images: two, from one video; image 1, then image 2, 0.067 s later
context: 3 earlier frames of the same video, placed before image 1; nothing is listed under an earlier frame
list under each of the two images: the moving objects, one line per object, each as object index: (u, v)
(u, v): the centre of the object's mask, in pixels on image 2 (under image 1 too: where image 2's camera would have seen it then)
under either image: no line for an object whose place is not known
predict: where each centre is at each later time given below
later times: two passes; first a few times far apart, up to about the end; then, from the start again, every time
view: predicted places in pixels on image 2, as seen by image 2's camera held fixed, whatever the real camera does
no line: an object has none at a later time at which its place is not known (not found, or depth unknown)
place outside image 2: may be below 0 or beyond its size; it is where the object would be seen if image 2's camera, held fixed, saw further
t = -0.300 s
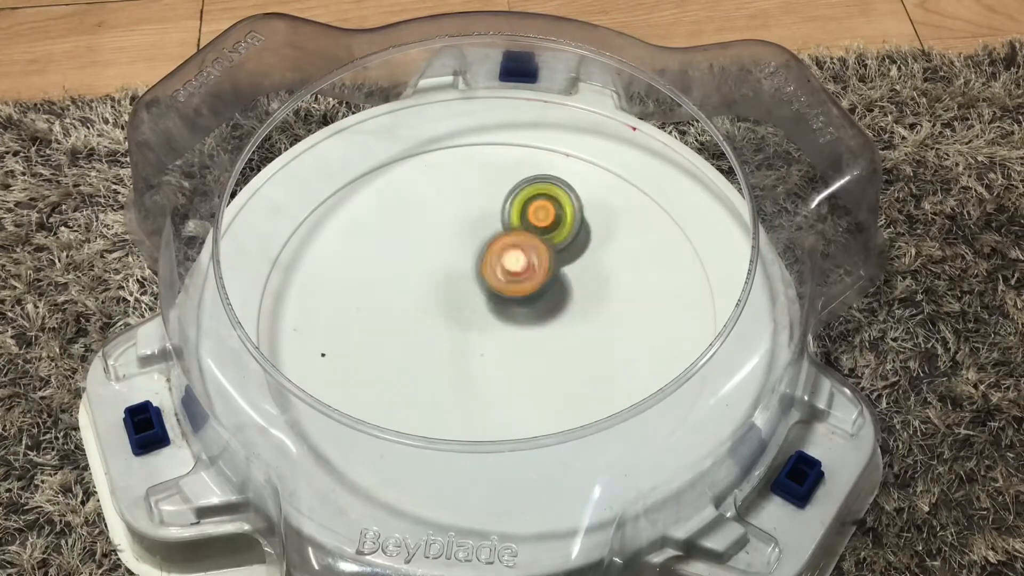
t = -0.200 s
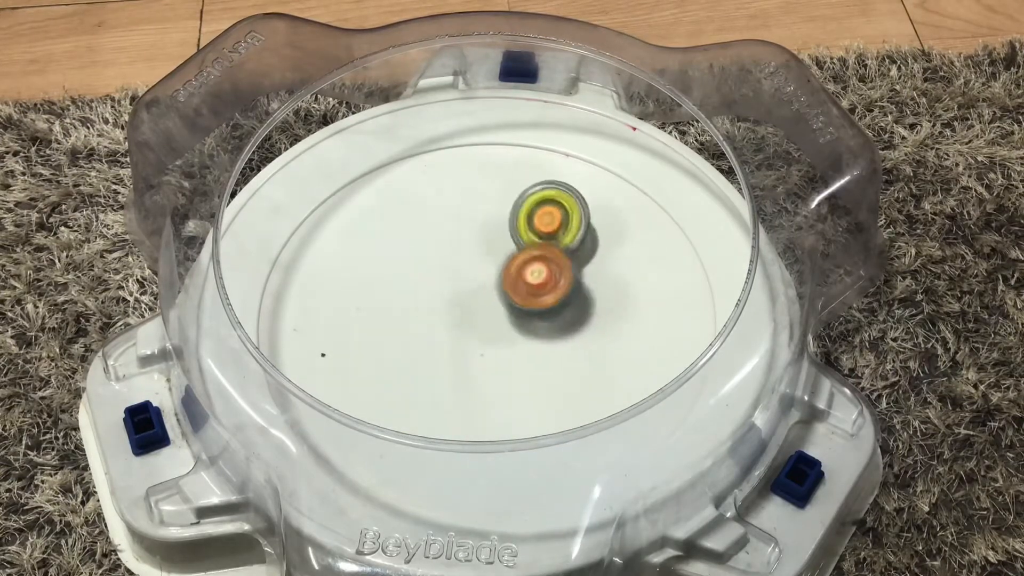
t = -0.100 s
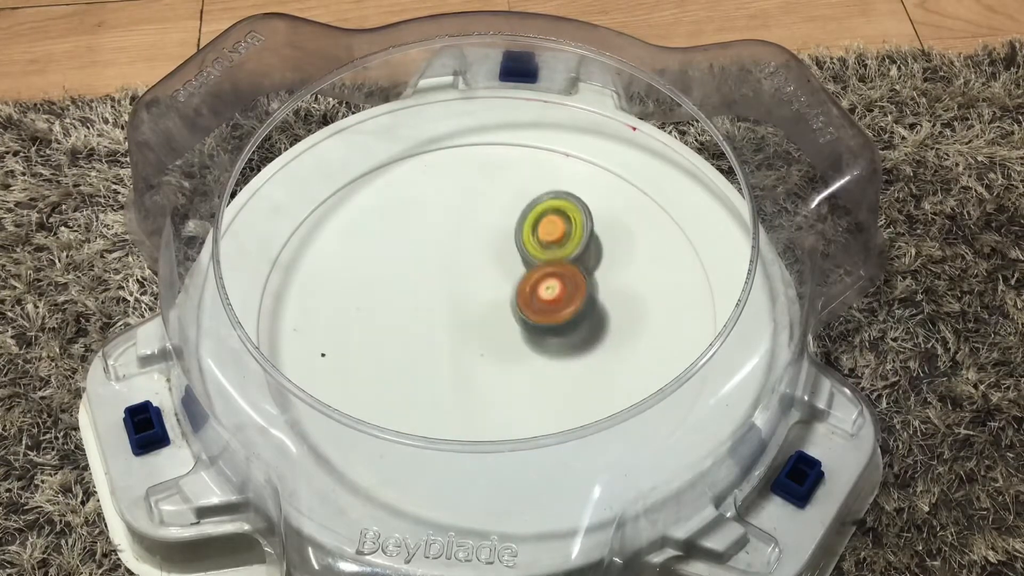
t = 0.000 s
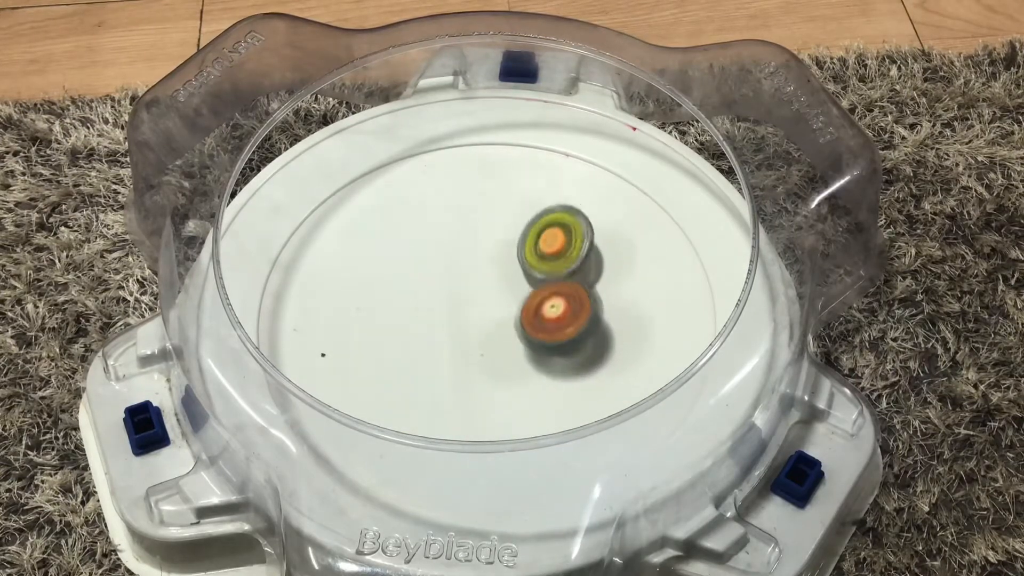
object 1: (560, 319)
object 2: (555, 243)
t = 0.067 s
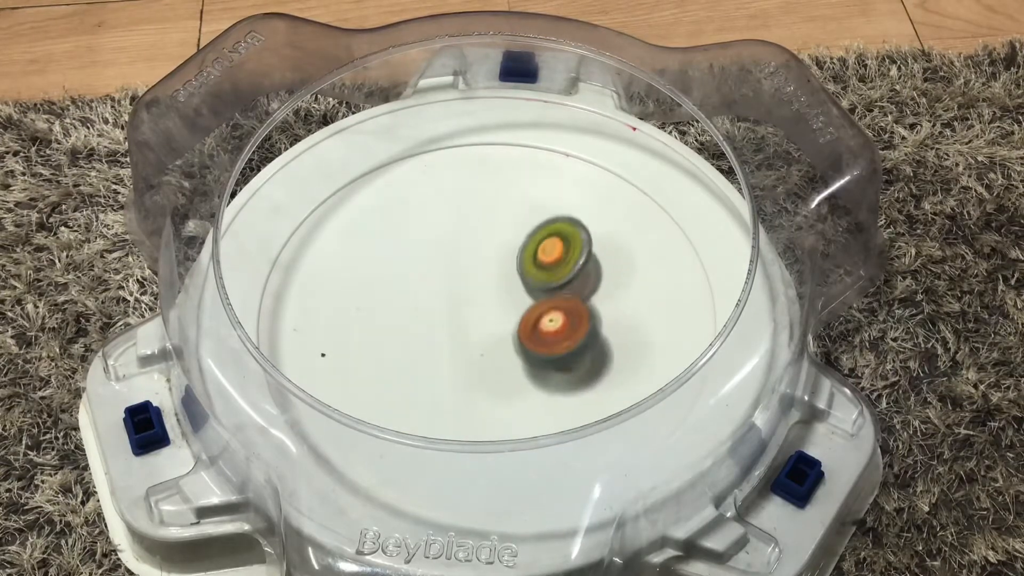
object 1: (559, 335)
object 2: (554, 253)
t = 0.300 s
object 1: (529, 370)
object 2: (531, 291)
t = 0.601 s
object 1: (448, 388)
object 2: (487, 289)
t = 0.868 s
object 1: (384, 374)
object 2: (492, 265)
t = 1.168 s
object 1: (442, 341)
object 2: (474, 253)
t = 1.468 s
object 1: (547, 304)
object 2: (459, 241)
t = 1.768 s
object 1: (608, 303)
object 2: (466, 242)
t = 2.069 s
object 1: (568, 336)
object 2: (473, 262)
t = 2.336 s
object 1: (490, 349)
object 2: (457, 260)
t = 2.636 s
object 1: (424, 317)
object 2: (440, 243)
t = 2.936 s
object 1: (431, 296)
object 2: (441, 230)
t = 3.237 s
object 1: (482, 300)
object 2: (450, 245)
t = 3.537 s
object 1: (510, 362)
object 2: (458, 271)
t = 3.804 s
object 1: (492, 390)
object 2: (439, 289)
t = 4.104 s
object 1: (466, 350)
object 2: (414, 291)
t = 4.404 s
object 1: (492, 288)
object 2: (411, 280)
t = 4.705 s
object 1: (548, 268)
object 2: (432, 283)
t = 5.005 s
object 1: (554, 291)
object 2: (447, 309)
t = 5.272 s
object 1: (521, 328)
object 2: (401, 333)
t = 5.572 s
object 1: (461, 320)
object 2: (381, 334)
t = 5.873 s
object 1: (444, 276)
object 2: (385, 327)
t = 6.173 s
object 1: (530, 265)
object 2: (424, 315)
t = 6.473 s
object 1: (589, 305)
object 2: (451, 316)
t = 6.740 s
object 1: (536, 361)
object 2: (446, 320)
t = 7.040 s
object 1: (437, 356)
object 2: (410, 279)
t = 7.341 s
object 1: (430, 357)
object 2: (429, 188)
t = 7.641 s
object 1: (489, 357)
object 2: (452, 271)
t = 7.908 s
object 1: (521, 367)
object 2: (482, 307)
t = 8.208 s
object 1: (514, 376)
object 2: (508, 277)
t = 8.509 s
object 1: (524, 323)
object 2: (520, 269)
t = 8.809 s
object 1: (517, 322)
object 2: (529, 255)
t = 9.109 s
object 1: (492, 315)
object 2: (551, 282)
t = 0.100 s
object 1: (557, 342)
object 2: (553, 258)
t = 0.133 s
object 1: (554, 348)
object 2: (551, 265)
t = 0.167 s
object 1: (551, 354)
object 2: (549, 269)
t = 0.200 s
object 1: (547, 359)
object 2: (546, 274)
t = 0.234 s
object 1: (541, 364)
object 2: (542, 279)
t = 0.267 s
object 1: (535, 367)
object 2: (538, 284)
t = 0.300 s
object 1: (529, 370)
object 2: (531, 291)
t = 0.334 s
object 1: (525, 378)
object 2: (525, 299)
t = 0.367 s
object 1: (517, 383)
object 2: (519, 303)
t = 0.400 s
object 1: (506, 393)
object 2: (515, 294)
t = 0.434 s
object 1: (494, 397)
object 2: (511, 287)
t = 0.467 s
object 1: (477, 395)
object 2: (506, 283)
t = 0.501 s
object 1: (468, 394)
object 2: (500, 280)
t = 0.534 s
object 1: (462, 393)
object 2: (496, 283)
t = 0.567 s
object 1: (455, 391)
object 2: (492, 286)
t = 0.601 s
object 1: (448, 388)
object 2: (487, 289)
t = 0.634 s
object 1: (442, 384)
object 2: (482, 293)
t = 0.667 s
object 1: (436, 376)
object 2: (477, 295)
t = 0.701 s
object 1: (431, 373)
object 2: (472, 299)
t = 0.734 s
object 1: (428, 367)
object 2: (466, 303)
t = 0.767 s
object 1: (422, 363)
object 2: (464, 303)
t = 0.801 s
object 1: (404, 367)
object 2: (476, 286)
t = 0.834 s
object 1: (391, 373)
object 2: (485, 273)
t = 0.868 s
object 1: (384, 374)
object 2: (492, 265)
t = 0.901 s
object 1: (381, 373)
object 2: (496, 260)
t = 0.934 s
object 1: (383, 369)
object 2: (497, 258)
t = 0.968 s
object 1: (387, 365)
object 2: (494, 259)
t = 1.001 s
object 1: (393, 361)
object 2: (491, 259)
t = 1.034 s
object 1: (402, 356)
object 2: (487, 258)
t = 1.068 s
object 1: (410, 351)
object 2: (483, 257)
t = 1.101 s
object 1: (422, 351)
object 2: (480, 256)
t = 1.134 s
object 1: (431, 346)
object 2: (477, 255)
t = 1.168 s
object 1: (442, 341)
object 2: (474, 253)
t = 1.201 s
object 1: (453, 336)
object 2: (471, 252)
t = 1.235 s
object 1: (464, 331)
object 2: (469, 250)
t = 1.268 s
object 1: (476, 326)
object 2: (467, 249)
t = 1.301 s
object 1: (488, 321)
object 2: (465, 247)
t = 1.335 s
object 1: (501, 317)
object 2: (463, 246)
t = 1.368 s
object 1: (513, 313)
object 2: (462, 245)
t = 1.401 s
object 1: (525, 309)
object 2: (461, 244)
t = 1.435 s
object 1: (537, 307)
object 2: (460, 242)
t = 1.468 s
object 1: (547, 304)
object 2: (459, 241)
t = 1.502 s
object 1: (558, 302)
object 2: (459, 241)
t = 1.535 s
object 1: (569, 301)
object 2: (460, 239)
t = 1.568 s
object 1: (578, 300)
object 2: (460, 239)
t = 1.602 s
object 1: (586, 300)
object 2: (461, 238)
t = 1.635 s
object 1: (593, 300)
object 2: (461, 239)
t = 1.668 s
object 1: (599, 301)
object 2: (462, 238)
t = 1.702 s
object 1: (603, 298)
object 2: (463, 239)
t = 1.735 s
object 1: (606, 301)
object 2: (465, 240)
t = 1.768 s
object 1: (608, 303)
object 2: (466, 242)
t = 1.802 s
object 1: (608, 305)
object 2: (468, 244)
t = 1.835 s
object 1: (607, 310)
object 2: (469, 245)
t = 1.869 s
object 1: (605, 314)
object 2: (470, 247)
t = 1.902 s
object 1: (601, 318)
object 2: (471, 249)
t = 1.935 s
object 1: (597, 323)
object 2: (472, 251)
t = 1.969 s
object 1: (591, 326)
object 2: (472, 254)
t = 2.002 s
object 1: (584, 329)
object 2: (473, 257)
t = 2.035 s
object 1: (576, 333)
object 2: (473, 260)
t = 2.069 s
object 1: (568, 336)
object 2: (473, 262)
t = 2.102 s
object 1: (559, 338)
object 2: (473, 265)
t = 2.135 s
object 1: (549, 341)
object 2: (473, 268)
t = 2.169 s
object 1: (538, 342)
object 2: (472, 271)
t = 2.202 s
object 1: (527, 343)
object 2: (471, 274)
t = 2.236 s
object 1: (517, 345)
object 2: (468, 276)
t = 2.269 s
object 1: (510, 349)
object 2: (462, 266)
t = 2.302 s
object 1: (499, 350)
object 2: (459, 260)
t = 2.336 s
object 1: (490, 349)
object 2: (457, 260)
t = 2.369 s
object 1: (481, 347)
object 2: (454, 261)
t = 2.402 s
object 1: (472, 344)
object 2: (451, 262)
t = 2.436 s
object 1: (464, 341)
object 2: (449, 262)
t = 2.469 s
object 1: (456, 340)
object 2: (446, 257)
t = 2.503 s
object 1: (449, 336)
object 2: (443, 254)
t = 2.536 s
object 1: (440, 324)
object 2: (441, 253)
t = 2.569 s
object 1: (433, 323)
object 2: (441, 246)
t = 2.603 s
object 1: (428, 320)
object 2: (442, 244)
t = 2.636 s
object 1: (424, 317)
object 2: (440, 243)
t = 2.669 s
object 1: (422, 313)
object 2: (438, 241)
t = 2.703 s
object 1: (421, 309)
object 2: (437, 240)
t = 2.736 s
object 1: (420, 306)
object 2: (437, 239)
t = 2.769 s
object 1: (420, 305)
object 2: (437, 235)
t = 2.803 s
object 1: (421, 304)
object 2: (438, 234)
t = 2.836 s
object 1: (422, 301)
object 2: (438, 233)
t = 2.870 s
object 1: (424, 300)
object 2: (439, 232)
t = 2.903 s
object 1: (428, 298)
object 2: (439, 231)
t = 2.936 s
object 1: (431, 296)
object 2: (441, 230)
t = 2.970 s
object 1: (436, 295)
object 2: (442, 230)
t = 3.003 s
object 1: (441, 294)
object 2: (443, 229)
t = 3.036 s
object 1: (446, 294)
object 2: (444, 230)
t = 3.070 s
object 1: (452, 293)
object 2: (445, 230)
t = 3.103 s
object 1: (457, 293)
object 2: (446, 232)
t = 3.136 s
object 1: (463, 294)
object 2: (447, 234)
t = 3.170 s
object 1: (470, 296)
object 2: (448, 237)
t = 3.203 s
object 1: (475, 298)
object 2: (449, 240)
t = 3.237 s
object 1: (482, 300)
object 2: (450, 245)
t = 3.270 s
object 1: (490, 313)
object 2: (453, 248)
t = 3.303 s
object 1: (494, 322)
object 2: (458, 248)
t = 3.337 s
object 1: (496, 328)
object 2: (461, 252)
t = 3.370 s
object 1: (499, 334)
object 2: (461, 256)
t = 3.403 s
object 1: (504, 342)
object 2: (461, 258)
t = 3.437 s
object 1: (508, 349)
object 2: (460, 262)
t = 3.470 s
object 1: (510, 356)
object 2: (460, 264)
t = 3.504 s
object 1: (512, 364)
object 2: (459, 267)
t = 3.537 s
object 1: (510, 362)
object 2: (458, 271)
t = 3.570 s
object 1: (508, 368)
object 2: (456, 275)
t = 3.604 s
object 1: (509, 374)
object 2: (454, 276)
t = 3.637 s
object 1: (507, 379)
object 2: (452, 279)
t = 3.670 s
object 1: (505, 383)
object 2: (450, 281)
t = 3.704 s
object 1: (502, 386)
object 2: (447, 284)
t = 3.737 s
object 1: (500, 388)
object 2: (445, 286)
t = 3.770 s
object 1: (496, 389)
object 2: (442, 288)
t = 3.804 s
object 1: (492, 390)
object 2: (439, 289)
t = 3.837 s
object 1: (491, 393)
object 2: (436, 290)
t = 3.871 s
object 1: (487, 392)
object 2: (433, 291)
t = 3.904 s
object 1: (483, 389)
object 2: (430, 292)
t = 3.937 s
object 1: (476, 379)
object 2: (427, 292)
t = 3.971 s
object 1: (472, 375)
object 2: (424, 292)
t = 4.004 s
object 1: (470, 370)
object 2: (421, 292)
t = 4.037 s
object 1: (468, 362)
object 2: (418, 291)
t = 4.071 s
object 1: (466, 356)
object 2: (416, 292)
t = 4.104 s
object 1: (466, 350)
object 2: (414, 291)
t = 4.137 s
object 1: (466, 344)
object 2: (411, 289)
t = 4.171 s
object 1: (466, 337)
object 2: (409, 287)
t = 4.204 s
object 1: (468, 330)
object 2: (407, 286)
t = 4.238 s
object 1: (470, 322)
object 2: (406, 284)
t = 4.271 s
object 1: (473, 315)
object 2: (405, 283)
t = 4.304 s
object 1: (478, 308)
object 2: (406, 283)
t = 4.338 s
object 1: (481, 301)
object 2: (407, 282)
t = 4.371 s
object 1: (487, 295)
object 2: (408, 280)
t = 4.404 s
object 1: (492, 288)
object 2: (411, 280)
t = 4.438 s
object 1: (498, 283)
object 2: (413, 279)
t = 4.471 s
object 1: (505, 278)
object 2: (415, 279)
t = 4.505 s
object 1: (511, 274)
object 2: (417, 278)
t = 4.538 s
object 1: (518, 270)
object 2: (419, 278)
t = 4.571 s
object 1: (524, 267)
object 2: (422, 279)
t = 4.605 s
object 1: (531, 266)
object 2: (424, 279)
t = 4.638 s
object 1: (536, 264)
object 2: (428, 282)
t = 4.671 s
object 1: (541, 264)
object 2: (429, 282)
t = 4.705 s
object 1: (548, 268)
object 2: (432, 283)
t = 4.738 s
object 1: (551, 264)
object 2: (434, 286)
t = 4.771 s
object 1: (555, 265)
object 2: (436, 287)
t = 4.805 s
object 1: (560, 271)
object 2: (438, 290)
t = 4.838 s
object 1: (560, 270)
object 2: (440, 292)
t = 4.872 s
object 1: (561, 273)
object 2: (441, 295)
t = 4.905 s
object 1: (562, 277)
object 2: (443, 298)
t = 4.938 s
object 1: (560, 281)
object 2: (445, 302)
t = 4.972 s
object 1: (558, 285)
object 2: (446, 306)
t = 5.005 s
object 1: (554, 291)
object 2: (447, 309)
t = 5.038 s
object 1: (550, 296)
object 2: (448, 312)
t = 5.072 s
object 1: (545, 301)
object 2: (451, 322)
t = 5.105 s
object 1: (540, 306)
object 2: (450, 325)
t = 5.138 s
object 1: (535, 313)
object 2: (449, 328)
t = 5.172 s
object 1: (535, 319)
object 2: (436, 330)
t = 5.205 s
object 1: (533, 322)
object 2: (420, 332)
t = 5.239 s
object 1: (527, 326)
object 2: (408, 333)
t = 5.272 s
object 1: (521, 328)
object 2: (401, 333)
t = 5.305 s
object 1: (515, 329)
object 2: (396, 335)
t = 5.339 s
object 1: (508, 330)
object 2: (394, 337)
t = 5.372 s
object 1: (500, 330)
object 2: (391, 338)
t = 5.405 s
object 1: (493, 330)
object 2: (390, 339)
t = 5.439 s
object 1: (486, 330)
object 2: (388, 339)
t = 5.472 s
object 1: (479, 328)
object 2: (386, 340)
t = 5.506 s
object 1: (472, 326)
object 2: (383, 334)
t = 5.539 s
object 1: (467, 323)
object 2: (382, 334)
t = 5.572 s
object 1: (461, 320)
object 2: (381, 334)
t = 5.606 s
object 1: (457, 316)
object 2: (381, 333)
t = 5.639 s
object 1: (453, 312)
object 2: (380, 332)
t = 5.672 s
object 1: (447, 301)
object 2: (380, 332)
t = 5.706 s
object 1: (444, 296)
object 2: (378, 331)
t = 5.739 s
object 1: (443, 292)
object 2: (380, 330)
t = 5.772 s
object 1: (441, 288)
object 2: (380, 328)
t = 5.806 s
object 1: (442, 283)
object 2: (382, 328)
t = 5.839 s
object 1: (443, 280)
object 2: (383, 328)
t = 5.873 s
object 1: (444, 276)
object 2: (385, 327)
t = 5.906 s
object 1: (451, 273)
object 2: (385, 325)
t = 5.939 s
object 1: (465, 270)
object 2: (385, 321)
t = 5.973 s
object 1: (477, 268)
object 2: (386, 318)
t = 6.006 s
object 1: (487, 267)
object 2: (390, 316)
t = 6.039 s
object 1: (496, 265)
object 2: (394, 316)
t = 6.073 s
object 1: (505, 264)
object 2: (398, 318)
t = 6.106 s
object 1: (514, 264)
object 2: (405, 318)
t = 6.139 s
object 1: (523, 264)
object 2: (413, 318)
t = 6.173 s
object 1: (530, 265)
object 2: (424, 315)
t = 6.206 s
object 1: (540, 273)
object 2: (437, 312)
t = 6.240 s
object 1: (546, 277)
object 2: (449, 312)
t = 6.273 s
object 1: (552, 281)
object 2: (461, 312)
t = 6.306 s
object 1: (558, 286)
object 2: (470, 313)
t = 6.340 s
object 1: (573, 288)
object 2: (461, 316)
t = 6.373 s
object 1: (584, 292)
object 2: (452, 317)
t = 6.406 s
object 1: (587, 298)
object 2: (449, 316)
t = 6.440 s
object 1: (589, 303)
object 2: (449, 316)
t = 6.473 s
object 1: (589, 305)
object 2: (451, 316)
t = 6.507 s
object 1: (588, 315)
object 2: (452, 317)
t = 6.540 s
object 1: (585, 323)
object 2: (452, 319)
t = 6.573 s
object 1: (579, 330)
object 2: (459, 328)
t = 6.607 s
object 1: (573, 335)
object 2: (454, 321)
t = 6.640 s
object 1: (566, 341)
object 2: (454, 322)
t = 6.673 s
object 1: (556, 347)
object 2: (460, 335)
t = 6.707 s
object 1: (545, 351)
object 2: (458, 336)
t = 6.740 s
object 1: (536, 361)
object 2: (446, 320)
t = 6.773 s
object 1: (527, 368)
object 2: (434, 313)
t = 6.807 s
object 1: (518, 374)
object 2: (426, 307)
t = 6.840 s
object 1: (508, 376)
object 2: (420, 303)
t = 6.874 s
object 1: (496, 375)
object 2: (417, 305)
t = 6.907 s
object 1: (485, 372)
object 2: (416, 306)
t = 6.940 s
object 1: (473, 369)
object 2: (416, 302)
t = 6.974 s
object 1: (458, 361)
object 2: (413, 300)
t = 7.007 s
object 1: (447, 361)
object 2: (411, 291)
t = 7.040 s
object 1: (437, 356)
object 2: (410, 279)
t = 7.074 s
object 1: (430, 349)
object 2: (410, 280)
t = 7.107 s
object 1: (427, 344)
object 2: (412, 273)
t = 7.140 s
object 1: (425, 341)
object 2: (414, 267)
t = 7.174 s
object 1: (422, 353)
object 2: (417, 245)
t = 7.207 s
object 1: (419, 359)
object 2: (421, 221)
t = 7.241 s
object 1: (417, 361)
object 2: (424, 208)
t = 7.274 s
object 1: (419, 359)
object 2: (427, 198)
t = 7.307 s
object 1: (423, 357)
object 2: (429, 192)
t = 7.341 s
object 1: (430, 357)
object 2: (429, 188)
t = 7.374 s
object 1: (435, 357)
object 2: (431, 197)
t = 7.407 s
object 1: (439, 355)
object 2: (435, 205)
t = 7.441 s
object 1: (446, 354)
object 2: (439, 216)
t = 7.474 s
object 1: (453, 354)
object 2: (443, 230)
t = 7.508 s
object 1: (460, 354)
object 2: (446, 240)
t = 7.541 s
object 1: (468, 355)
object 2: (447, 249)
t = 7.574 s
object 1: (475, 355)
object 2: (448, 257)
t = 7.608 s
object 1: (482, 356)
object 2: (450, 265)
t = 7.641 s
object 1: (489, 357)
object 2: (452, 271)
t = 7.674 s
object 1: (495, 359)
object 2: (456, 277)
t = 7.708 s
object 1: (501, 360)
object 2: (459, 282)
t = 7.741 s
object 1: (506, 362)
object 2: (463, 288)
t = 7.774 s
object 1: (511, 364)
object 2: (466, 293)
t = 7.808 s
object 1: (514, 365)
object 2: (468, 298)
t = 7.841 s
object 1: (518, 366)
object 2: (472, 301)
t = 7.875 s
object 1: (520, 368)
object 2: (477, 304)
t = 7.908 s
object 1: (521, 367)
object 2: (482, 307)
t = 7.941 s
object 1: (523, 370)
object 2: (486, 311)
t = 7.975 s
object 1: (523, 371)
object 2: (490, 312)
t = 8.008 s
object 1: (523, 372)
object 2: (491, 313)
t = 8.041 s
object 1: (521, 377)
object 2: (493, 310)
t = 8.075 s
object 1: (520, 382)
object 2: (500, 296)
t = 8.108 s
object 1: (518, 382)
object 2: (505, 298)
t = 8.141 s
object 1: (517, 380)
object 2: (507, 286)
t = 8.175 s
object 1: (515, 379)
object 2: (508, 282)
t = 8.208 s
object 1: (514, 376)
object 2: (508, 277)
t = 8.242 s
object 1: (512, 372)
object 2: (507, 275)
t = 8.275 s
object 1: (511, 369)
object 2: (507, 273)
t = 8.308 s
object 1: (511, 364)
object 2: (506, 273)
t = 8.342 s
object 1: (513, 359)
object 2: (508, 274)
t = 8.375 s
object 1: (514, 350)
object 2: (511, 273)
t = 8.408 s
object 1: (516, 343)
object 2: (513, 274)
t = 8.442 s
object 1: (517, 334)
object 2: (518, 274)
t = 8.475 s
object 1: (522, 327)
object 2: (521, 273)
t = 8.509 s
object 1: (524, 323)
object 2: (520, 269)
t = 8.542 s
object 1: (524, 320)
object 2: (517, 264)
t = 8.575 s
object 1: (526, 317)
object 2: (513, 261)
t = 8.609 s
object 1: (527, 316)
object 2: (509, 259)
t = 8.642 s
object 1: (527, 315)
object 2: (509, 256)
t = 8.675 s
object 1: (526, 314)
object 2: (509, 255)
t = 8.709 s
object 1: (526, 315)
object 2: (513, 251)
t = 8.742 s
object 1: (522, 319)
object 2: (521, 249)
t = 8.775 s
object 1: (519, 321)
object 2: (527, 251)
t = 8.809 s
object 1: (517, 322)
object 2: (529, 255)
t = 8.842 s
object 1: (516, 324)
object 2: (532, 259)
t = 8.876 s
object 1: (515, 324)
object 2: (535, 263)
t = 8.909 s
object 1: (513, 325)
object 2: (538, 266)
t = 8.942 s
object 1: (509, 323)
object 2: (540, 269)
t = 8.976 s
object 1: (506, 323)
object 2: (542, 274)
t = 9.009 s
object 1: (503, 321)
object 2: (546, 280)
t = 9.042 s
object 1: (499, 321)
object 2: (550, 283)
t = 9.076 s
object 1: (495, 320)
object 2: (552, 283)
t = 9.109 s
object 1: (492, 315)
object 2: (551, 282)
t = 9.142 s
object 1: (492, 312)
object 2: (551, 282)
